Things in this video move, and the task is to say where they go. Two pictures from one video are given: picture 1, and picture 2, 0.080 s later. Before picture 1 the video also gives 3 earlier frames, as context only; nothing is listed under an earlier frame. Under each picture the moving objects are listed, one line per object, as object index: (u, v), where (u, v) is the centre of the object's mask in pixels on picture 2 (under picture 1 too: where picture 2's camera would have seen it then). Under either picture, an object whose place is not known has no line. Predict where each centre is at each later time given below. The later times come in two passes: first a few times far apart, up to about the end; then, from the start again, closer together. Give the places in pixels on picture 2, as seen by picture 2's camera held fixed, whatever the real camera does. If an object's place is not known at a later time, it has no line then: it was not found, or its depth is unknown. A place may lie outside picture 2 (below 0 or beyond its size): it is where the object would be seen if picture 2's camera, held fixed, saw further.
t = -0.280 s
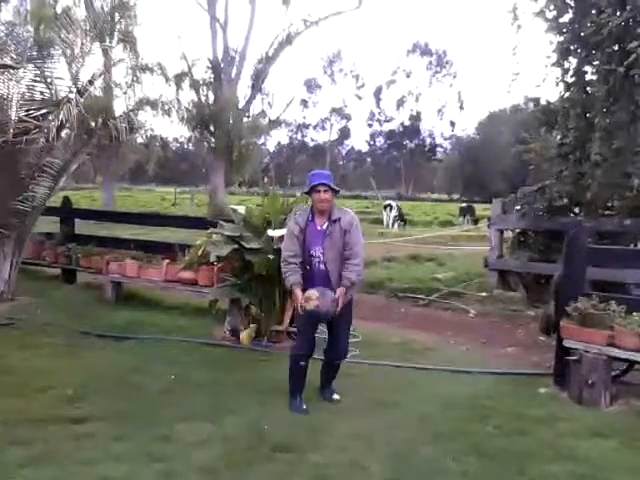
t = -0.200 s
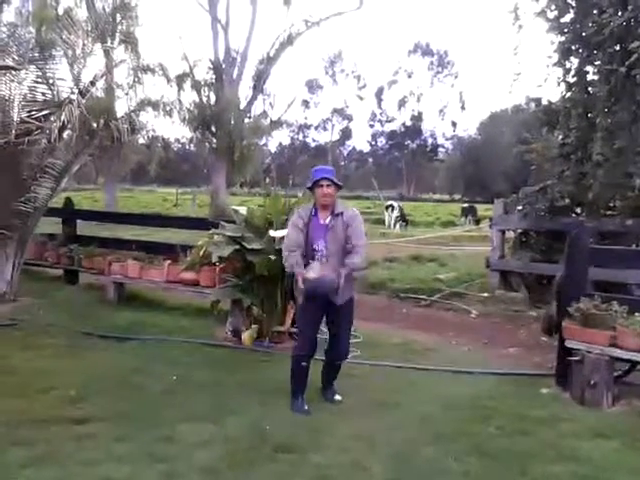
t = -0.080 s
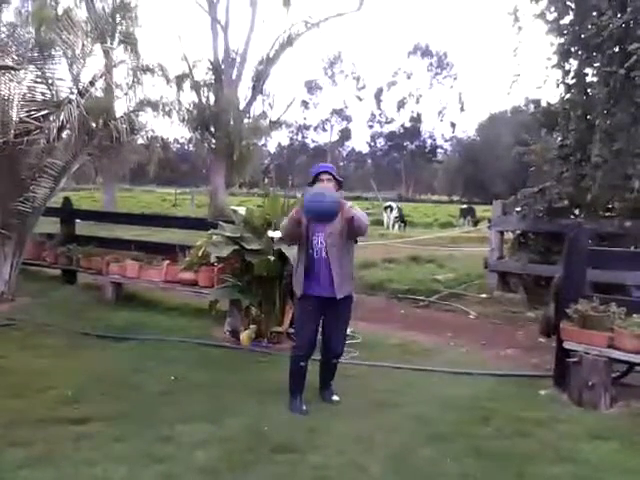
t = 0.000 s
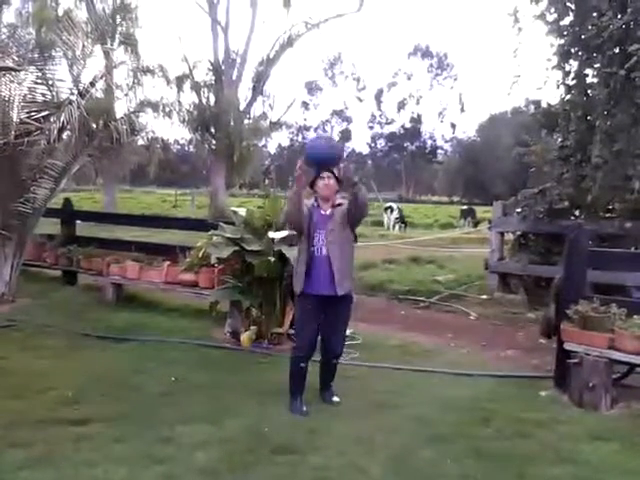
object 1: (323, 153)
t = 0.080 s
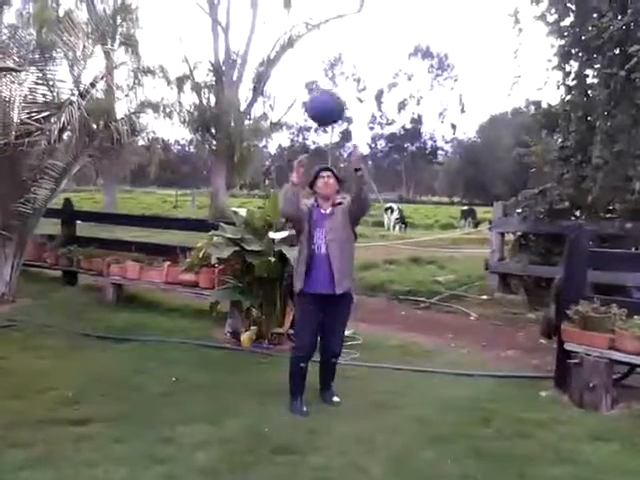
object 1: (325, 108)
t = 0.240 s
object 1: (326, 46)
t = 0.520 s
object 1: (325, 40)
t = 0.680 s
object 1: (321, 97)
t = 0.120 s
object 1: (325, 88)
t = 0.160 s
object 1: (325, 72)
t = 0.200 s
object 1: (326, 58)
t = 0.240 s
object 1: (326, 46)
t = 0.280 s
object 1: (326, 37)
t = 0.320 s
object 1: (326, 29)
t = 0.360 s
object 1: (326, 26)
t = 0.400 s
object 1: (326, 25)
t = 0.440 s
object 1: (326, 27)
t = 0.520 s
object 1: (325, 40)
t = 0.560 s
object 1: (324, 51)
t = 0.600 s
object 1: (324, 63)
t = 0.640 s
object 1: (323, 78)
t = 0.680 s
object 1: (321, 97)
